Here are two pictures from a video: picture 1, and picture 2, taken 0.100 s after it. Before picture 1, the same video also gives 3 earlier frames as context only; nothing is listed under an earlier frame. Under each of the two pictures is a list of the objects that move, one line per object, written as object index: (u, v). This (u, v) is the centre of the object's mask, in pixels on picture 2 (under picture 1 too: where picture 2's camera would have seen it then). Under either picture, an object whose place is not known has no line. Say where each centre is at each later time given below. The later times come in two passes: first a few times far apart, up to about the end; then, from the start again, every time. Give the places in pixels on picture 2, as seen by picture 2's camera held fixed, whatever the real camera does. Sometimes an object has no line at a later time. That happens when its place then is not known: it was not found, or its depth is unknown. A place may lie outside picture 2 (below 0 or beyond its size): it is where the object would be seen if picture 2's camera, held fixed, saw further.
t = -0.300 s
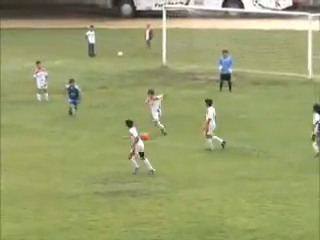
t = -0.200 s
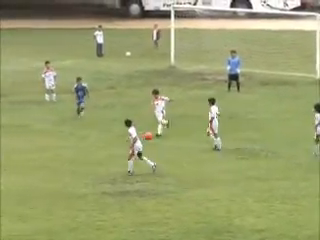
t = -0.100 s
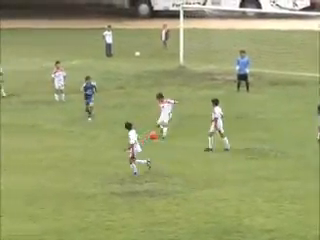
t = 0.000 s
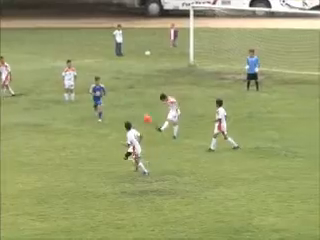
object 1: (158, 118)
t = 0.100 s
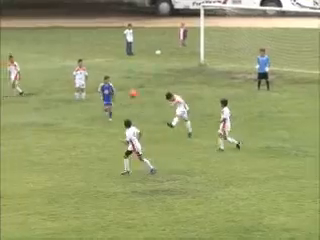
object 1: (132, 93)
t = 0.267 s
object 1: (93, 59)
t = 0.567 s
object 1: (28, 14)
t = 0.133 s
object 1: (124, 86)
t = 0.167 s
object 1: (117, 79)
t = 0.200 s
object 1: (110, 72)
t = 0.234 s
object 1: (101, 66)
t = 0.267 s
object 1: (93, 59)
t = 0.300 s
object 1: (86, 53)
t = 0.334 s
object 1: (79, 47)
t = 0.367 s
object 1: (71, 41)
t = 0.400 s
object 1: (63, 36)
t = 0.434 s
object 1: (56, 31)
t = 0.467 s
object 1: (48, 27)
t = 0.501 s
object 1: (41, 22)
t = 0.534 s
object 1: (33, 17)
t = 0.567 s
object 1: (28, 14)
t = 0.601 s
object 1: (20, 11)
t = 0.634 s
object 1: (13, 8)
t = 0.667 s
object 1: (5, 5)
